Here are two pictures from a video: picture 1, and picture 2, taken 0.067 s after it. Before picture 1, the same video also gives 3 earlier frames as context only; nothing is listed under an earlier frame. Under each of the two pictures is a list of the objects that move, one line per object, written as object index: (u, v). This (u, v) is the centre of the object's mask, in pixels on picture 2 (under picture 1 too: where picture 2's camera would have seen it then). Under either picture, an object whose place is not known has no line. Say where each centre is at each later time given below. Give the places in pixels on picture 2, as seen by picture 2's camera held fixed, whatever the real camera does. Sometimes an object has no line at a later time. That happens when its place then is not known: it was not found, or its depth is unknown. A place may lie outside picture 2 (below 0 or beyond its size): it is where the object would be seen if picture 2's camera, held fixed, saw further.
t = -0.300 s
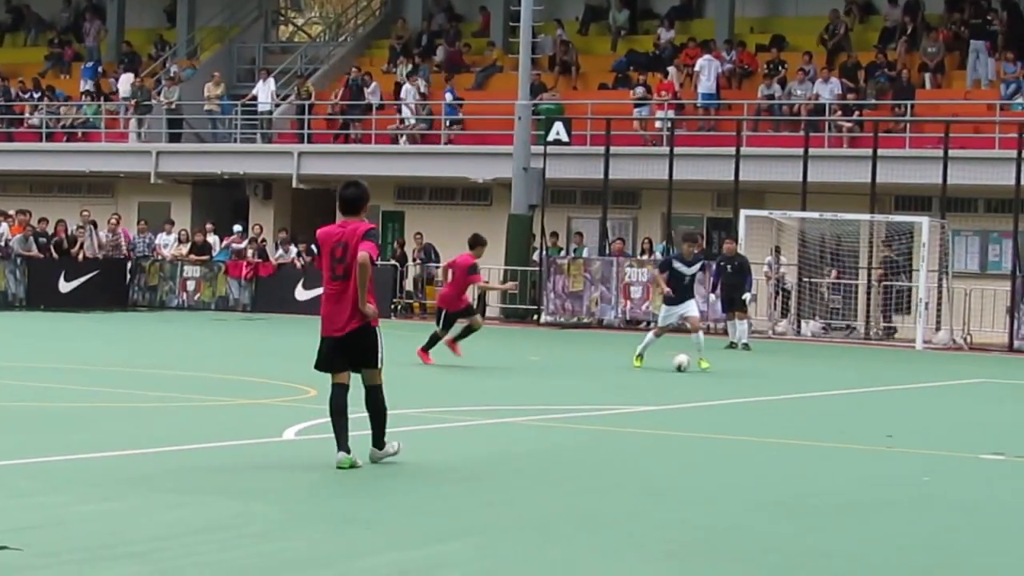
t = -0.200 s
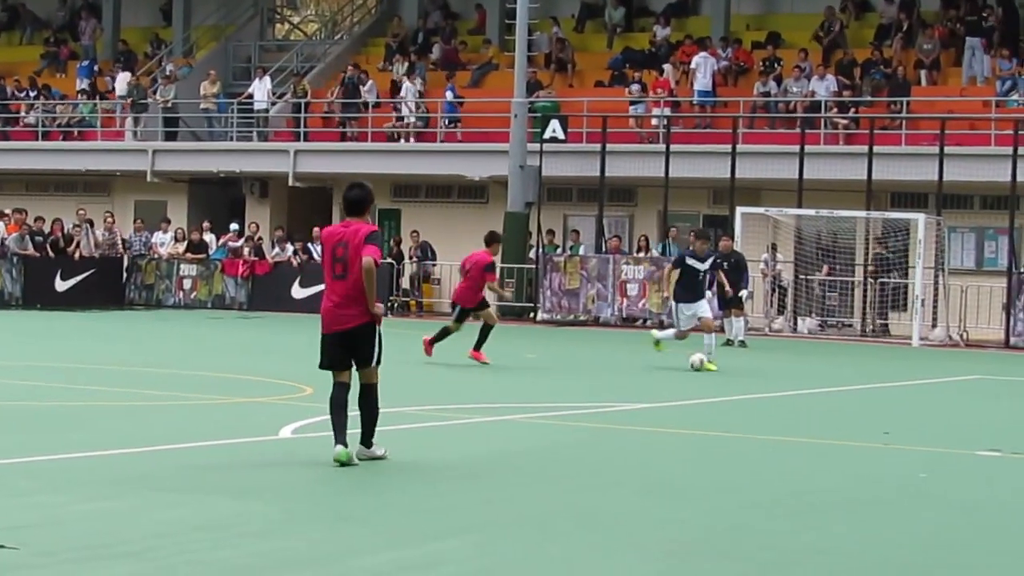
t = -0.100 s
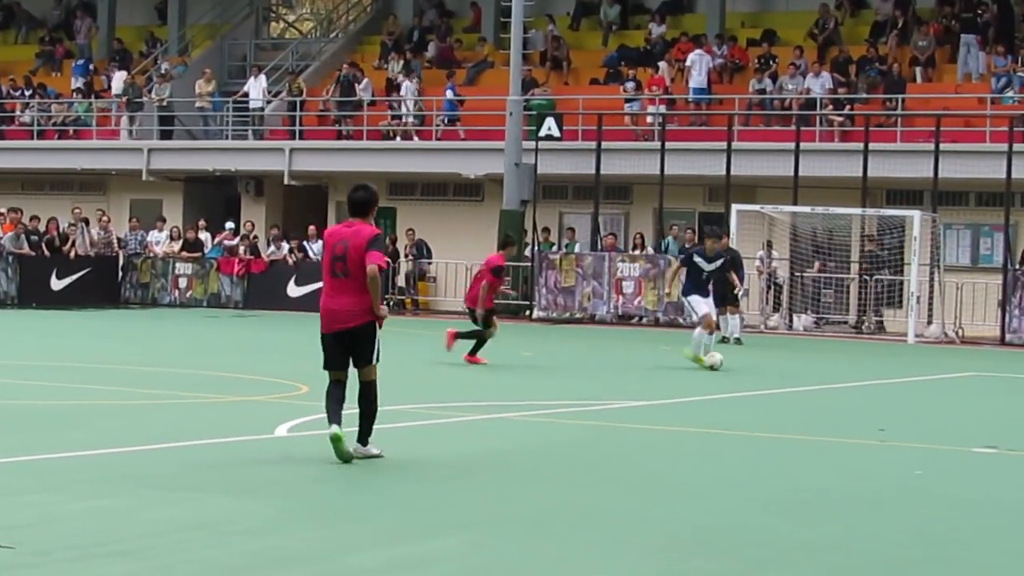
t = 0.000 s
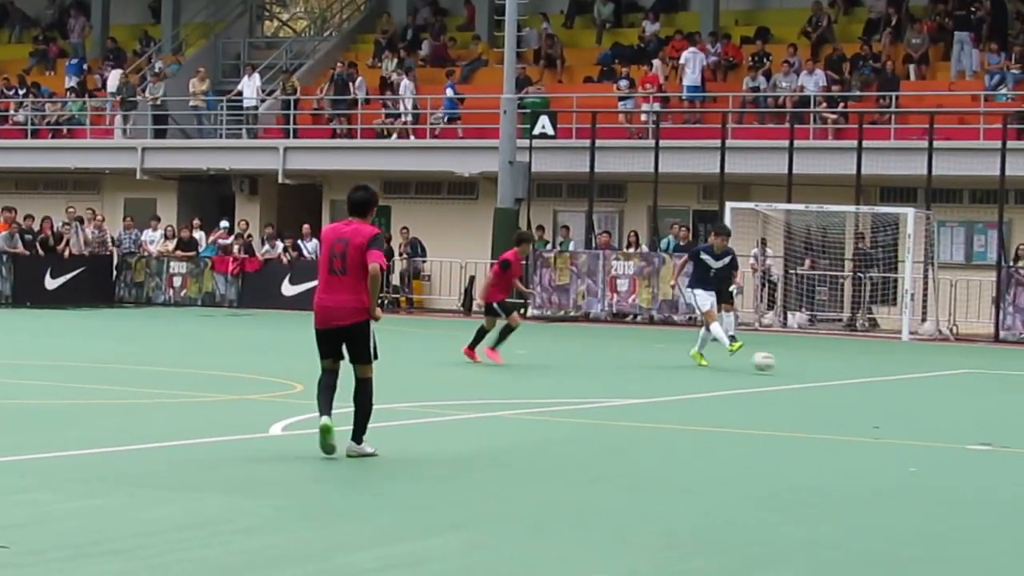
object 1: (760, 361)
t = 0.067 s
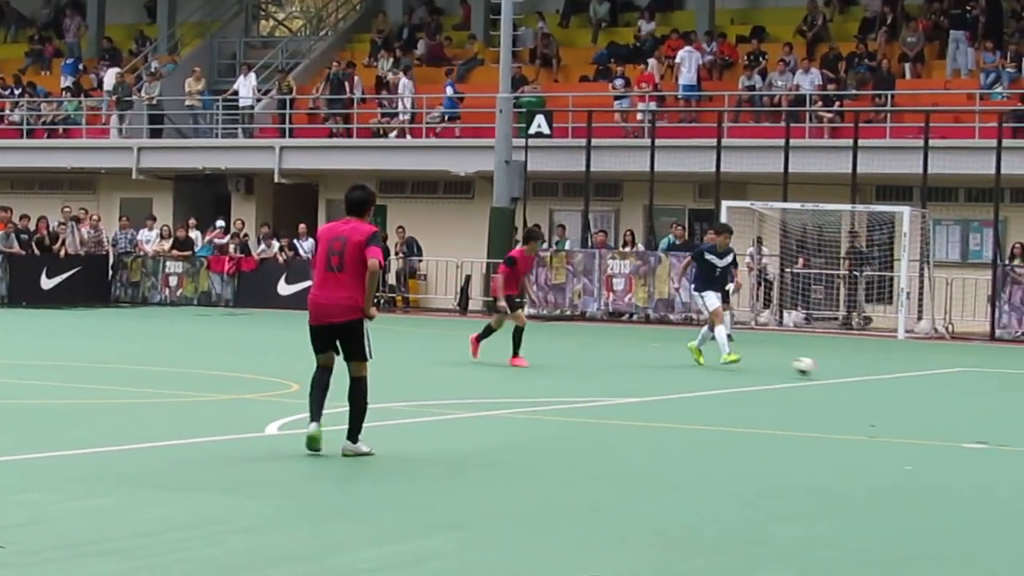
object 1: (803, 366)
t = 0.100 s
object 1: (828, 371)
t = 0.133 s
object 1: (851, 372)
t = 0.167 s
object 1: (873, 374)
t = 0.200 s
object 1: (896, 377)
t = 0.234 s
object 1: (919, 382)
